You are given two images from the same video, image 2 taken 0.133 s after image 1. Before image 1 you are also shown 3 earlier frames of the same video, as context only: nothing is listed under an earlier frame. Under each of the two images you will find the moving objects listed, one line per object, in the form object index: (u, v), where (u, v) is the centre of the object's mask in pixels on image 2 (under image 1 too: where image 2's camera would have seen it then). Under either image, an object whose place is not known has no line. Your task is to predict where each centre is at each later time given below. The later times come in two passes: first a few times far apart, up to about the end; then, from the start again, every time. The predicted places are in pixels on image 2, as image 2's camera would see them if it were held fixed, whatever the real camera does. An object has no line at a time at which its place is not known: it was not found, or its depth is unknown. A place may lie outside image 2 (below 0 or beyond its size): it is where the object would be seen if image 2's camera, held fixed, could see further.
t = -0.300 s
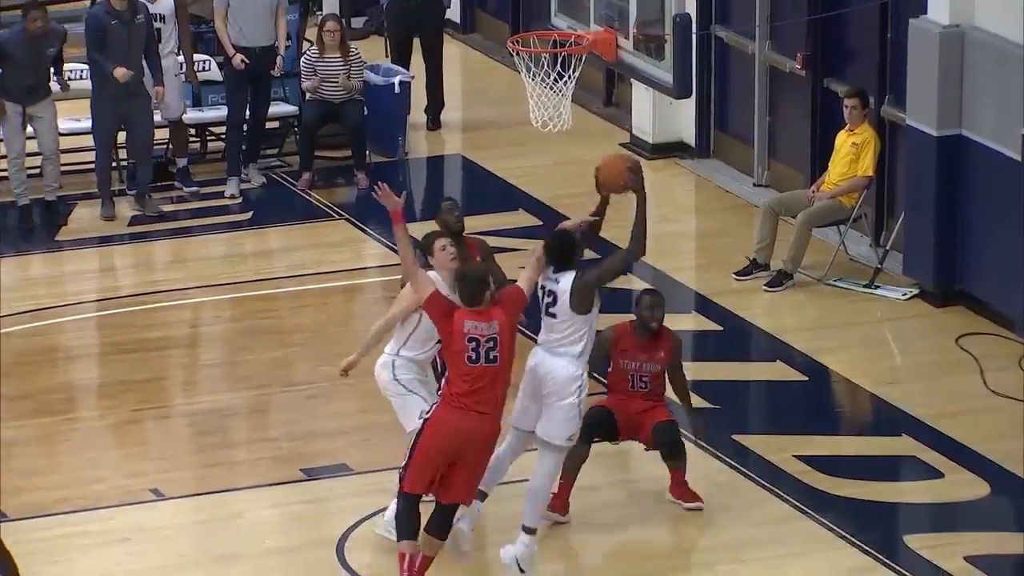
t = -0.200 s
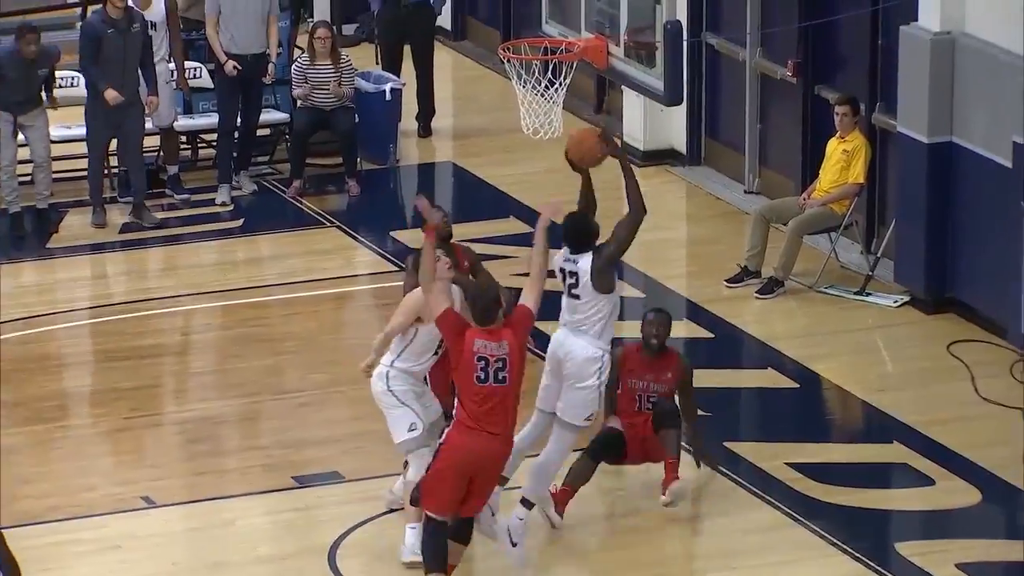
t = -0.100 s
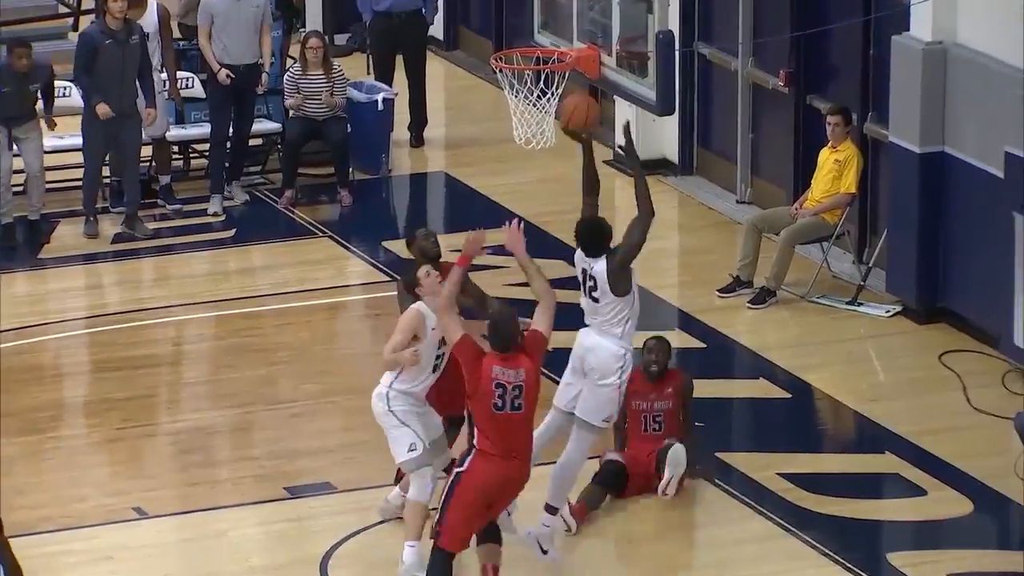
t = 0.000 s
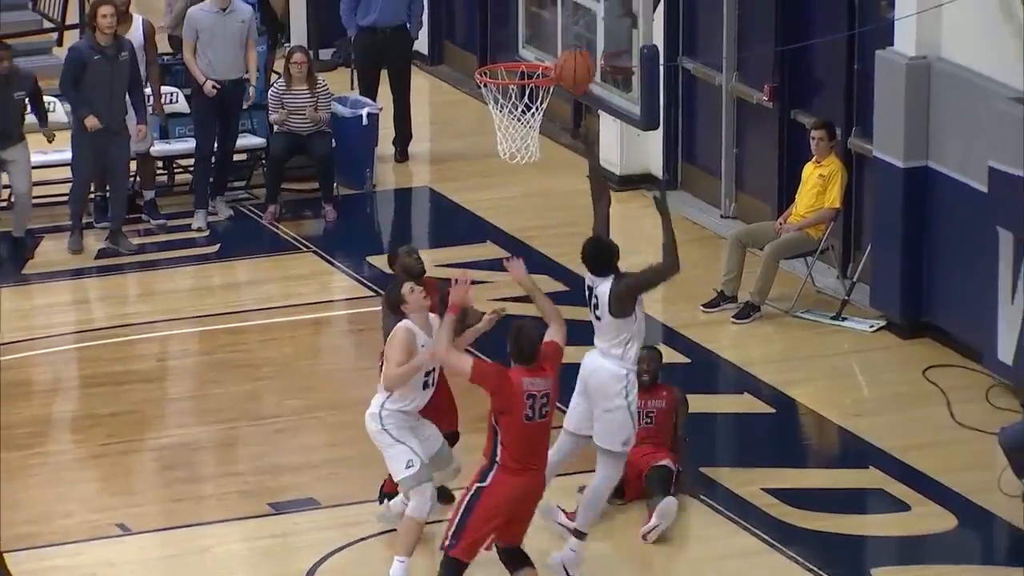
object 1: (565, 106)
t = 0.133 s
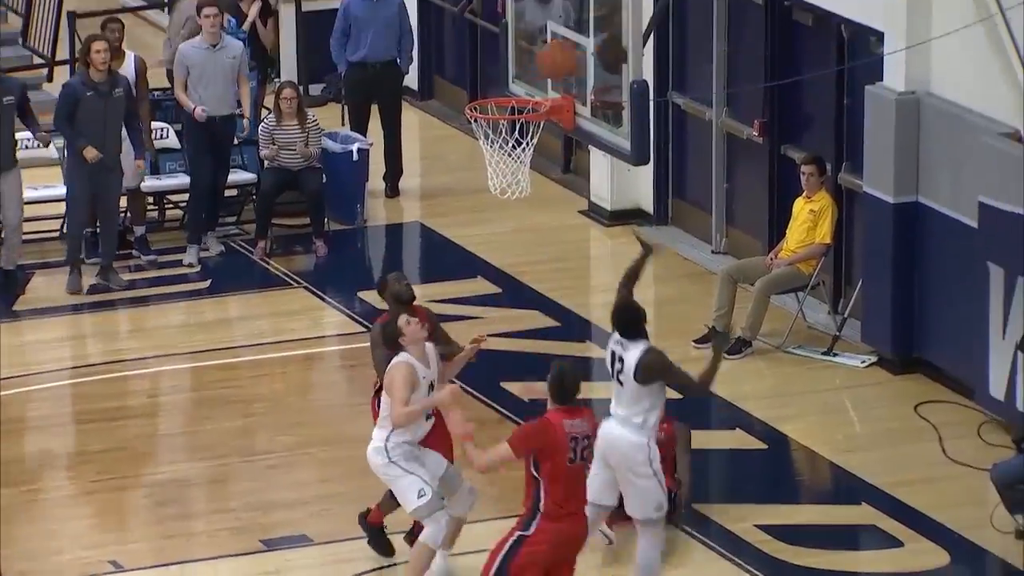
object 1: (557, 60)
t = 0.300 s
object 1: (503, 73)
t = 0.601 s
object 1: (522, 96)
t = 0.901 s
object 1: (482, 148)
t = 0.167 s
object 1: (546, 59)
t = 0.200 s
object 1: (534, 60)
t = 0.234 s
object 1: (524, 62)
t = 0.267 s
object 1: (514, 68)
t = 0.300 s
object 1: (503, 73)
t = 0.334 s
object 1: (491, 83)
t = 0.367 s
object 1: (481, 93)
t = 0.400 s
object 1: (482, 93)
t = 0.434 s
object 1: (489, 89)
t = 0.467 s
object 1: (496, 86)
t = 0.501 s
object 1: (503, 85)
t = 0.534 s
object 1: (509, 88)
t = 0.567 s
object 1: (515, 91)
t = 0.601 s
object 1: (522, 96)
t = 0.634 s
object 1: (522, 97)
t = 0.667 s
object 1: (516, 99)
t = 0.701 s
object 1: (510, 101)
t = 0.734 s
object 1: (504, 105)
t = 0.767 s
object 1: (494, 119)
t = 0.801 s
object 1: (491, 128)
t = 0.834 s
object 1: (488, 135)
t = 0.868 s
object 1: (484, 142)
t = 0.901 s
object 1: (482, 148)
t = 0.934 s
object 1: (482, 151)
